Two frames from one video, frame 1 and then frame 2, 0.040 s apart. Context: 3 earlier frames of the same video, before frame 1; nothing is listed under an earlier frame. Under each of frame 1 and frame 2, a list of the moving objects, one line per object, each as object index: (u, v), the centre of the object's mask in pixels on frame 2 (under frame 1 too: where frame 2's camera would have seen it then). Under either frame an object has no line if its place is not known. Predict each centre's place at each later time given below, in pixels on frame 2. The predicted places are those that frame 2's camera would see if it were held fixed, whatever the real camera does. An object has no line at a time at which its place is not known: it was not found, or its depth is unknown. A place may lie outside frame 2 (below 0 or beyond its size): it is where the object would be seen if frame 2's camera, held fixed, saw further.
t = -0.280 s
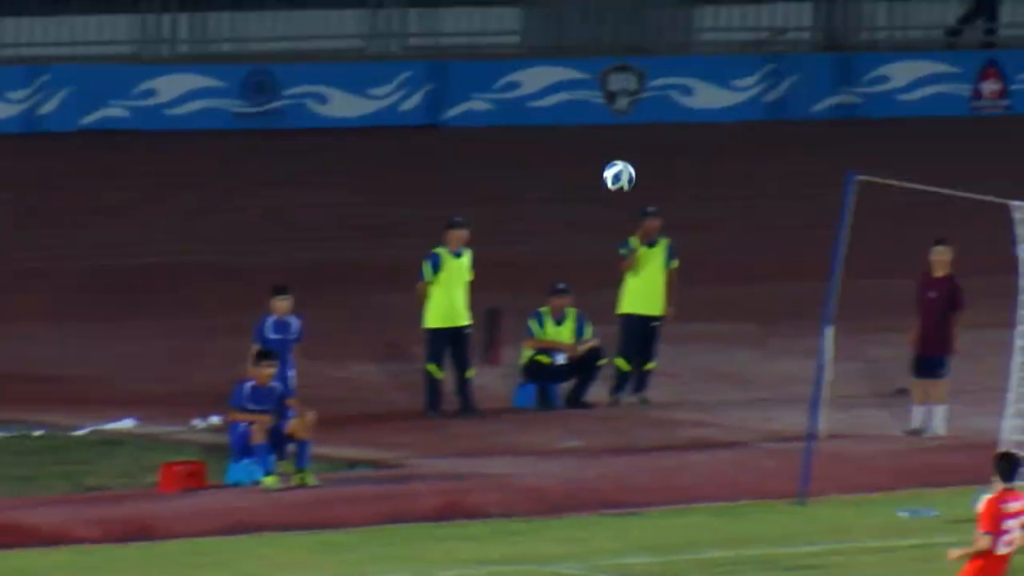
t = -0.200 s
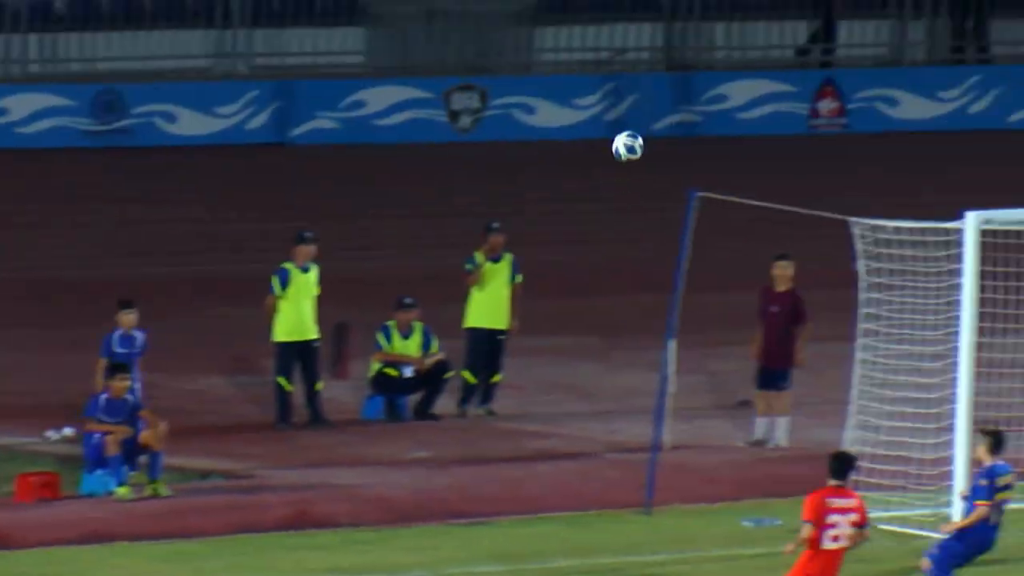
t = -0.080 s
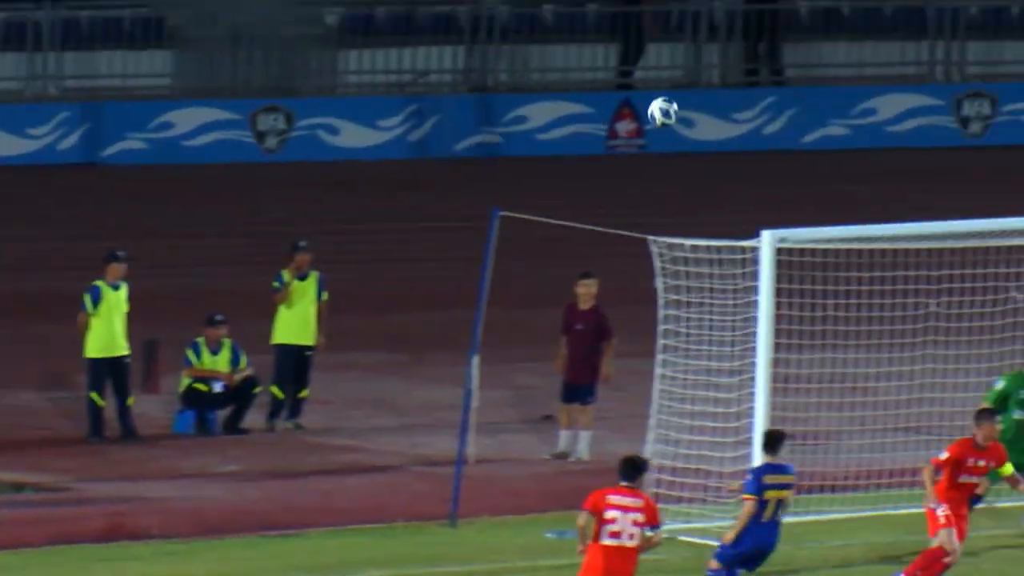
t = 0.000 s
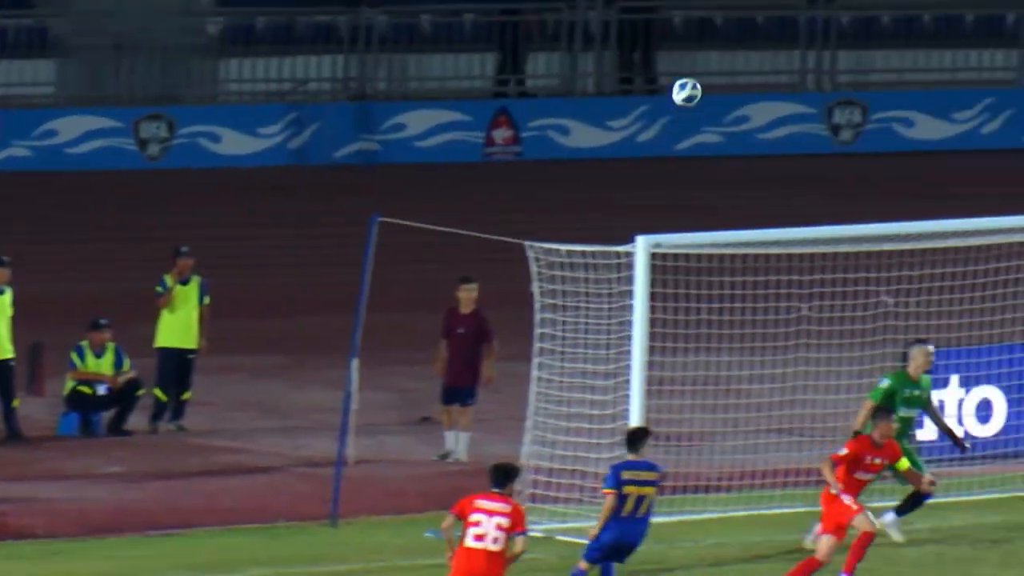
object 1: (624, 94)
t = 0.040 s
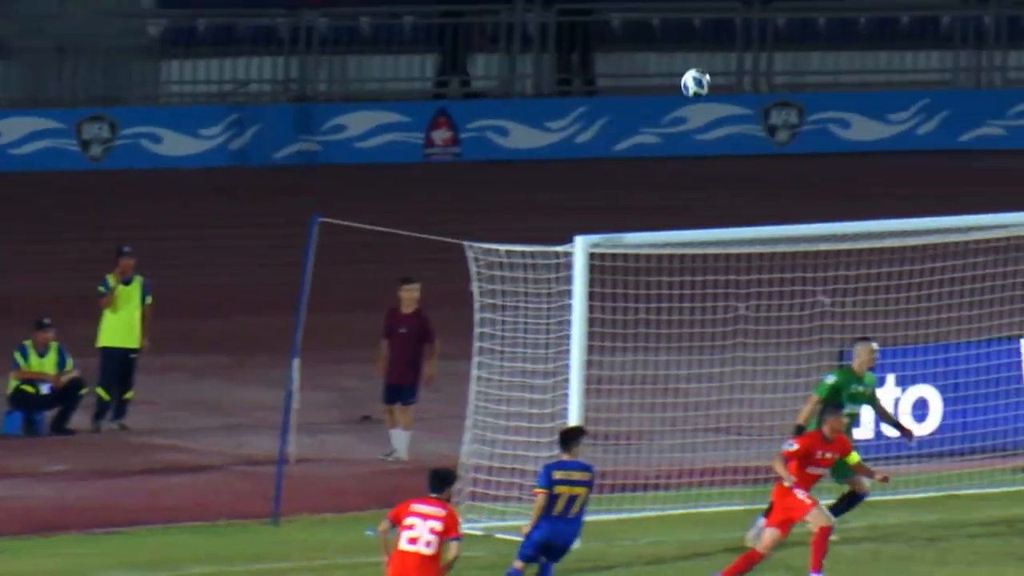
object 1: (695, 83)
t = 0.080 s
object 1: (767, 73)
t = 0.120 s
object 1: (837, 65)
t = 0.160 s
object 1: (907, 58)
